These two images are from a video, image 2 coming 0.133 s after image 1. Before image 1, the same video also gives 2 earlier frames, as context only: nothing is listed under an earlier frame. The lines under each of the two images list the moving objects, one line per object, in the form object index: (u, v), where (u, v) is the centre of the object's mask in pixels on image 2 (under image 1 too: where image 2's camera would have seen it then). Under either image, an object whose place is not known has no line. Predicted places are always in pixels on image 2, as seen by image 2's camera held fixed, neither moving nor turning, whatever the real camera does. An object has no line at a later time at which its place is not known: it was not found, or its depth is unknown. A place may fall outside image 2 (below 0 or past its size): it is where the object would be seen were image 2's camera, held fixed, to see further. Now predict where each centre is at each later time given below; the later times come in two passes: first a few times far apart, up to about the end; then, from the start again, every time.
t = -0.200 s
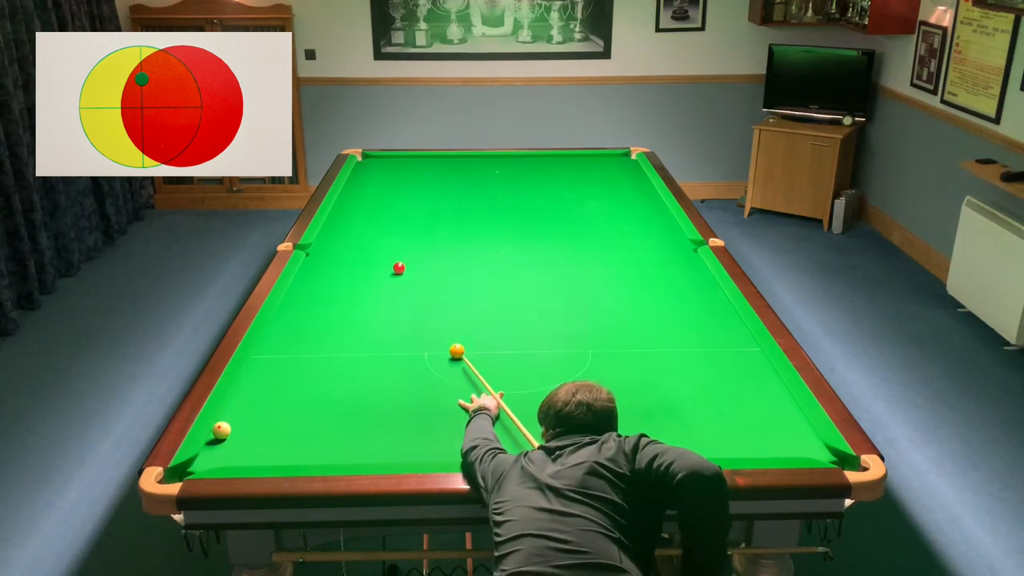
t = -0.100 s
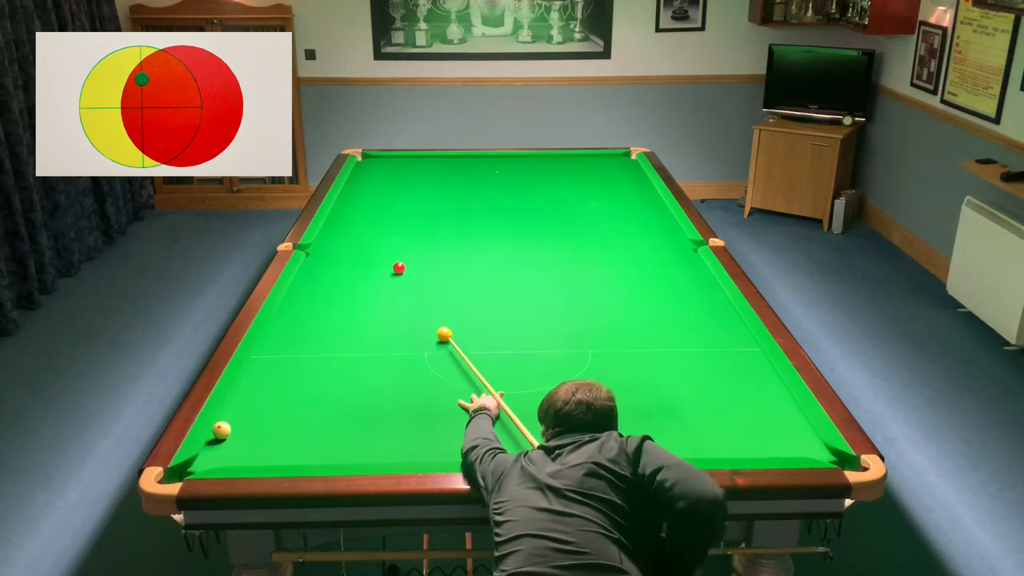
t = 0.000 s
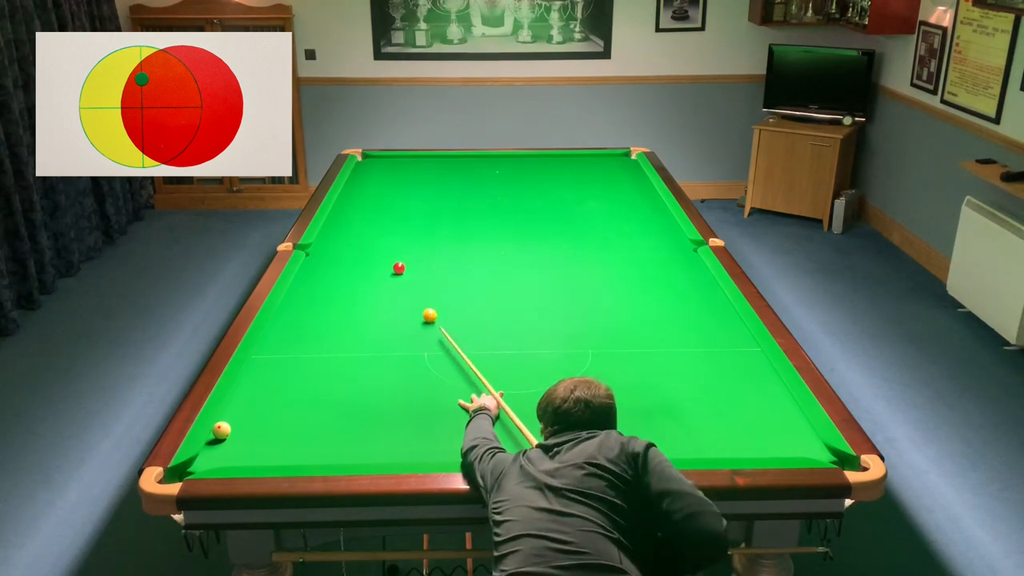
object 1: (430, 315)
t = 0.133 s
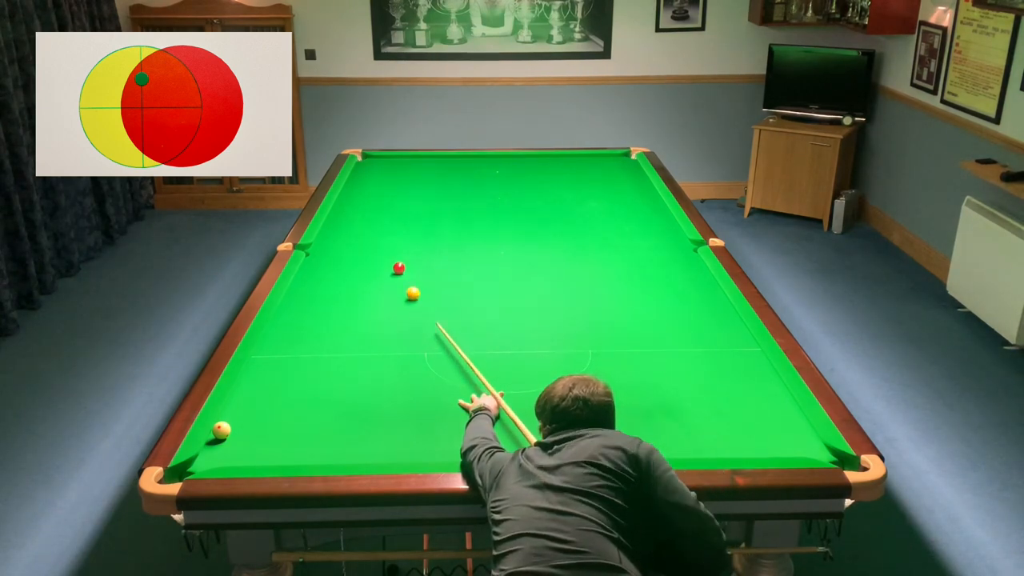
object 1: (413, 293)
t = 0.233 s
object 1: (402, 279)
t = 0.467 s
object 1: (368, 269)
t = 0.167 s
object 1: (409, 288)
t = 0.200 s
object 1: (405, 283)
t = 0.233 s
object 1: (402, 279)
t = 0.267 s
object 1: (398, 274)
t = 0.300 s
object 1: (393, 272)
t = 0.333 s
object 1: (388, 272)
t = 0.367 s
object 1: (383, 271)
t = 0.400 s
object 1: (378, 271)
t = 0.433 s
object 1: (373, 270)
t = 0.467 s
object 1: (368, 269)
